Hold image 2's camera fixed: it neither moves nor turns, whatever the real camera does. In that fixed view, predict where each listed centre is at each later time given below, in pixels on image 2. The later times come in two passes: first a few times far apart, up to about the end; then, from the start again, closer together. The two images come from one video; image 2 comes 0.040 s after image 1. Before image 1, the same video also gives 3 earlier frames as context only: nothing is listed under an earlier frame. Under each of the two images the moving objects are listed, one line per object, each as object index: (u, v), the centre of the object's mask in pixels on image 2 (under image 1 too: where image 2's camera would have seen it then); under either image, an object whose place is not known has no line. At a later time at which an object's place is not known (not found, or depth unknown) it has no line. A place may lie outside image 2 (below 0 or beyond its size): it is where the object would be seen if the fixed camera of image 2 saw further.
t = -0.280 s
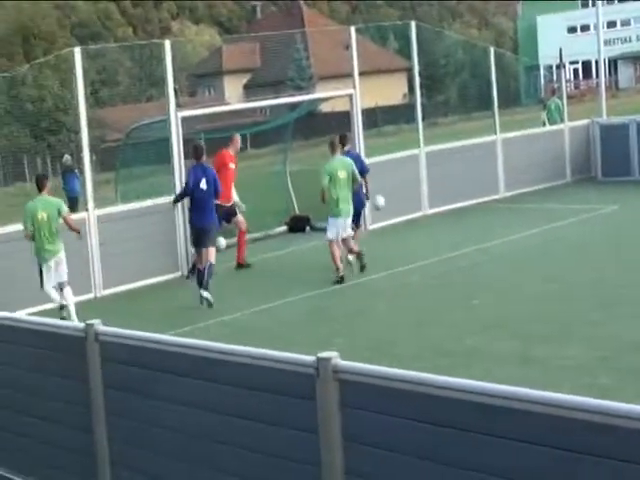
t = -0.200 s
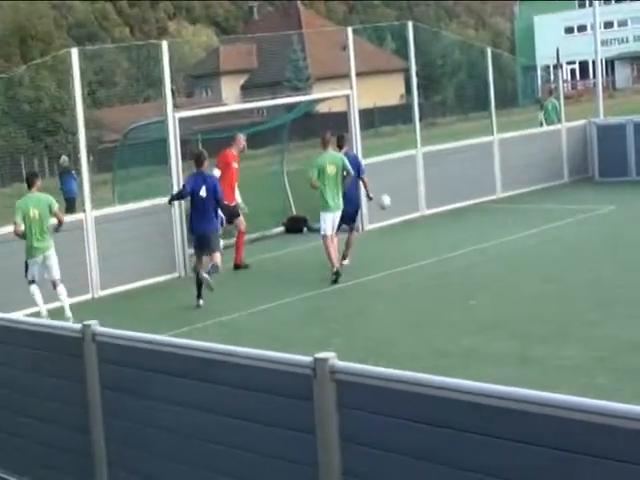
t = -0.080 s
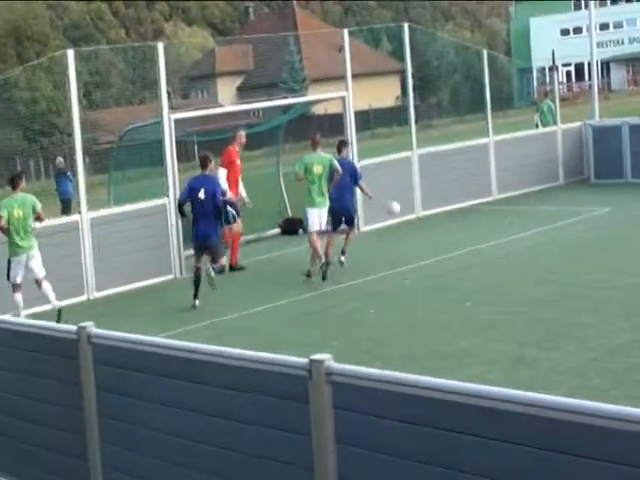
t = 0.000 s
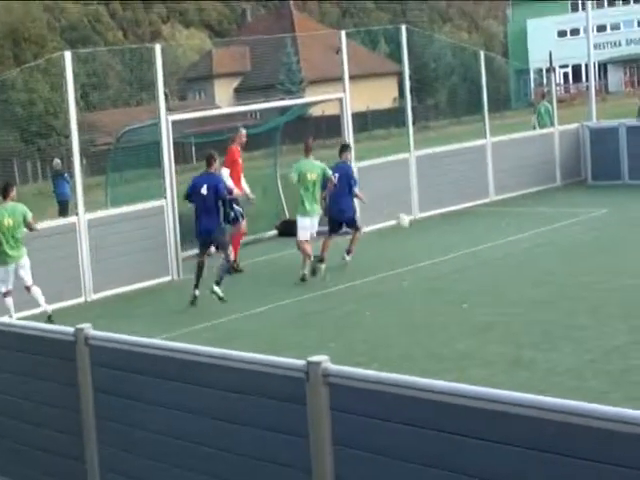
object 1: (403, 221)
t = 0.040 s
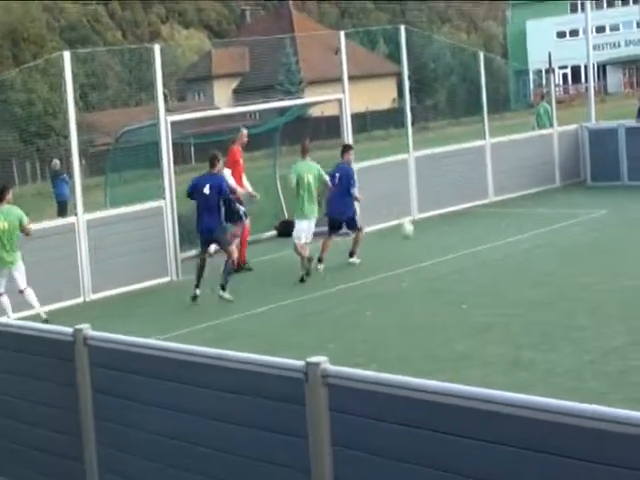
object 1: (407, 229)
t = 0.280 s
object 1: (440, 258)
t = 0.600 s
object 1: (481, 278)
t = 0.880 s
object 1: (513, 286)
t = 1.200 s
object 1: (553, 300)
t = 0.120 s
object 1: (420, 248)
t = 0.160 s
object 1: (426, 259)
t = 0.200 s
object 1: (431, 263)
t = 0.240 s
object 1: (436, 260)
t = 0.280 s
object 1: (440, 258)
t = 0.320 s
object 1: (445, 257)
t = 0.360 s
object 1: (449, 256)
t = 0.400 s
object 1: (455, 258)
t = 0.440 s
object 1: (459, 262)
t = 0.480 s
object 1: (466, 267)
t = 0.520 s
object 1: (470, 273)
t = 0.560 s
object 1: (477, 280)
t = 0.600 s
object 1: (481, 278)
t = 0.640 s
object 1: (485, 277)
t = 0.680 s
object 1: (491, 277)
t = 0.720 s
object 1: (494, 278)
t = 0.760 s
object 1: (499, 282)
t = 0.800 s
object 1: (504, 287)
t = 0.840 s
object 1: (509, 287)
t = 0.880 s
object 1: (513, 286)
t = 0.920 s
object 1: (518, 287)
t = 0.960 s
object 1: (522, 289)
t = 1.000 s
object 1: (528, 294)
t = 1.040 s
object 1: (533, 293)
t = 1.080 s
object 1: (538, 295)
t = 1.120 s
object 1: (543, 297)
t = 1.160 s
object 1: (547, 300)
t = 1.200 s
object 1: (553, 300)
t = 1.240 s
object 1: (558, 302)
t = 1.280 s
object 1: (563, 305)
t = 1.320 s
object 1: (569, 306)
